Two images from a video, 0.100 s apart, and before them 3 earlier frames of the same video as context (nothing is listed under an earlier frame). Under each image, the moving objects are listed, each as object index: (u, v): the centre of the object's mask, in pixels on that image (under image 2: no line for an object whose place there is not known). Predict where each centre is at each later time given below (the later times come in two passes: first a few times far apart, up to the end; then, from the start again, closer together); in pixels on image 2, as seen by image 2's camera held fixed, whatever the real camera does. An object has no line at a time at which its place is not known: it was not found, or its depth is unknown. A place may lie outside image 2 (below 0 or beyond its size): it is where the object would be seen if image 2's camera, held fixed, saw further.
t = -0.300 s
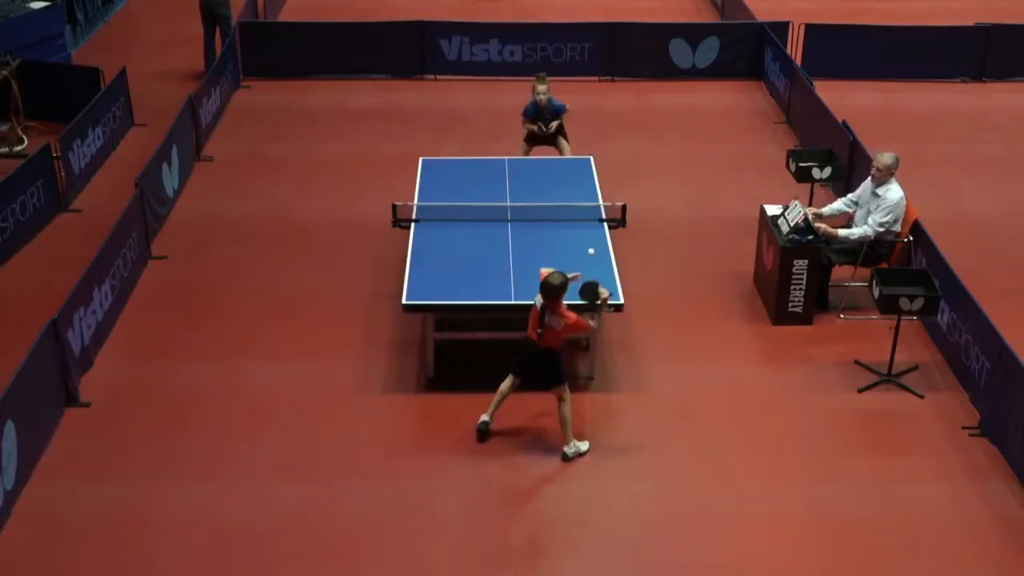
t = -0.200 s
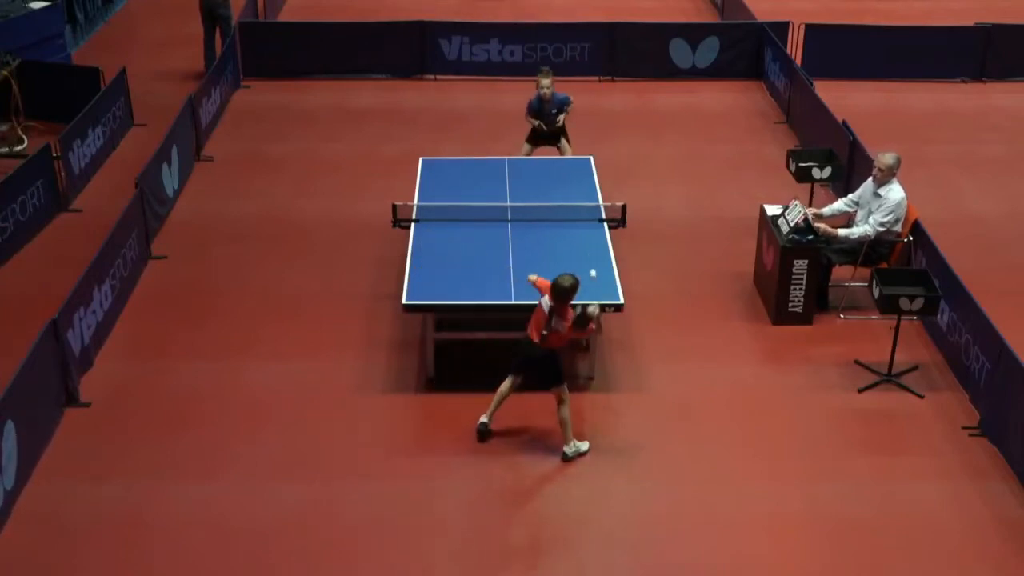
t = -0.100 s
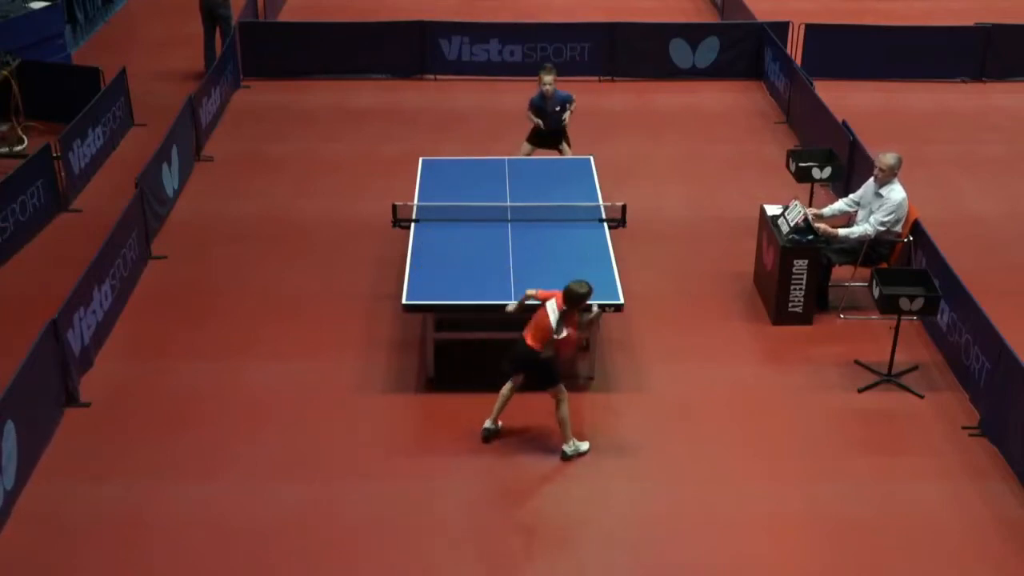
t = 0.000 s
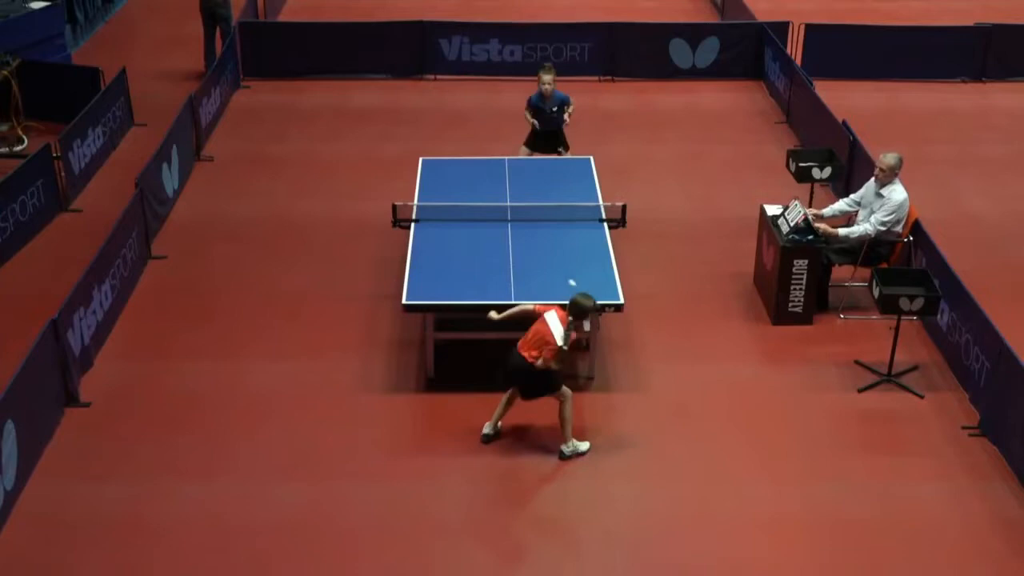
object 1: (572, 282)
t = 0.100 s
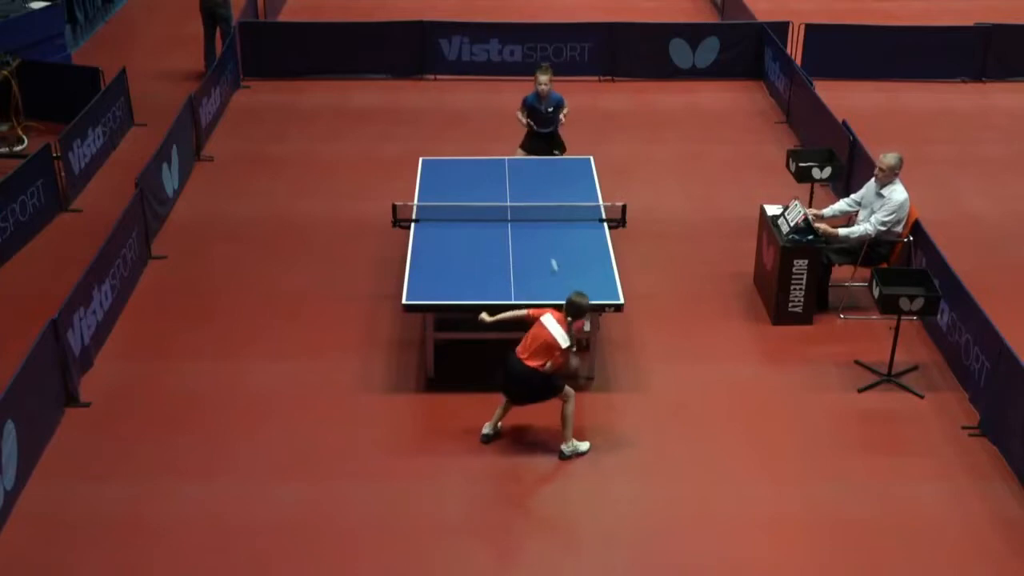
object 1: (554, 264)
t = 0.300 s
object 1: (518, 195)
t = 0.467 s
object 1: (486, 182)
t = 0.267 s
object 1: (521, 199)
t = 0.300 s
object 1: (518, 195)
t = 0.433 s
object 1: (493, 182)
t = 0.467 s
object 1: (486, 182)
